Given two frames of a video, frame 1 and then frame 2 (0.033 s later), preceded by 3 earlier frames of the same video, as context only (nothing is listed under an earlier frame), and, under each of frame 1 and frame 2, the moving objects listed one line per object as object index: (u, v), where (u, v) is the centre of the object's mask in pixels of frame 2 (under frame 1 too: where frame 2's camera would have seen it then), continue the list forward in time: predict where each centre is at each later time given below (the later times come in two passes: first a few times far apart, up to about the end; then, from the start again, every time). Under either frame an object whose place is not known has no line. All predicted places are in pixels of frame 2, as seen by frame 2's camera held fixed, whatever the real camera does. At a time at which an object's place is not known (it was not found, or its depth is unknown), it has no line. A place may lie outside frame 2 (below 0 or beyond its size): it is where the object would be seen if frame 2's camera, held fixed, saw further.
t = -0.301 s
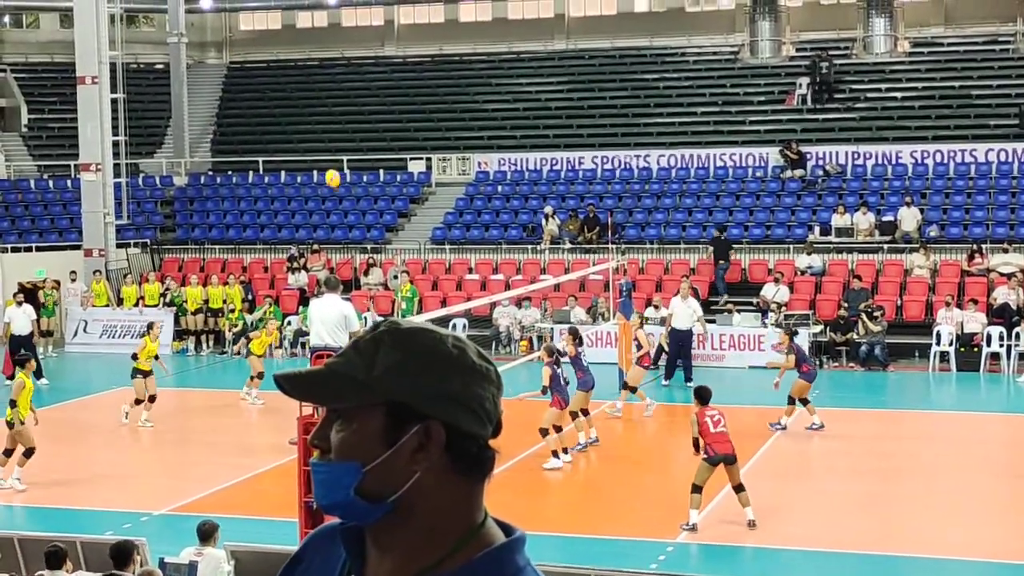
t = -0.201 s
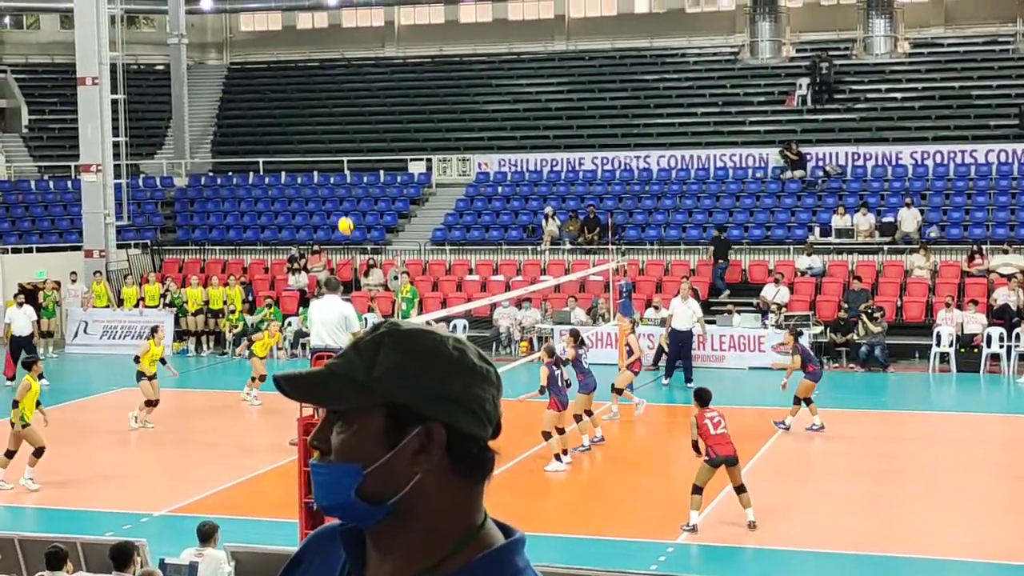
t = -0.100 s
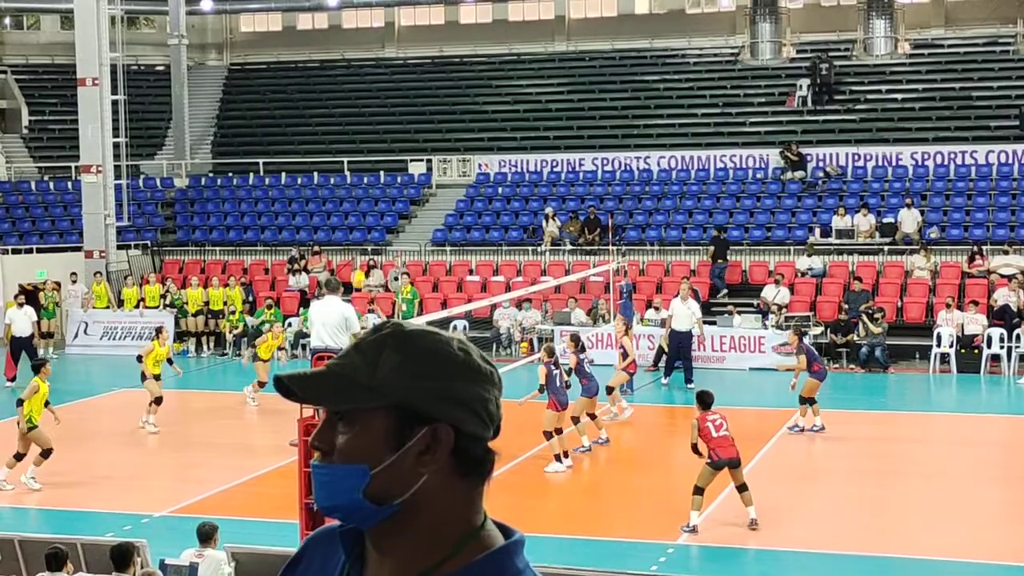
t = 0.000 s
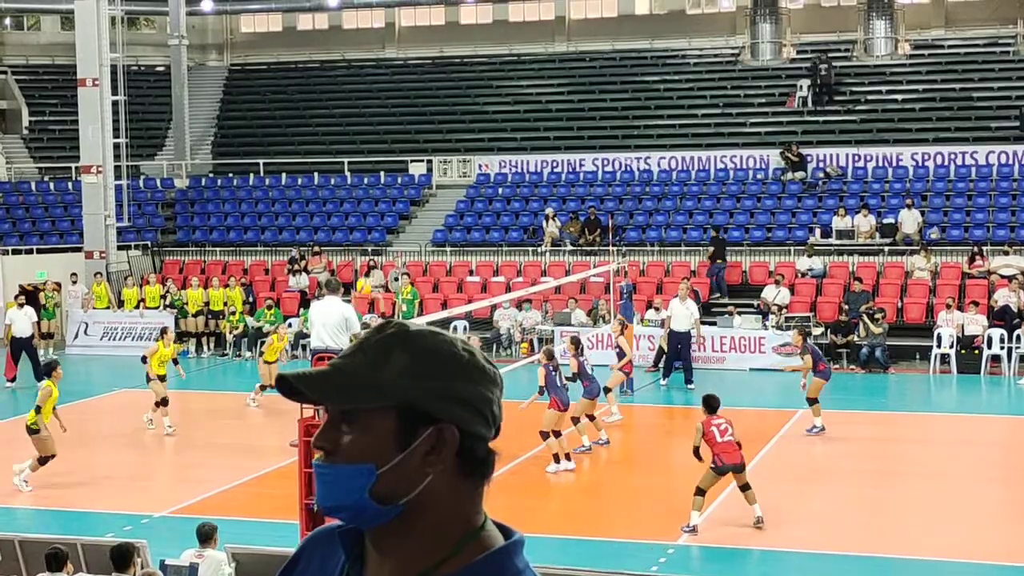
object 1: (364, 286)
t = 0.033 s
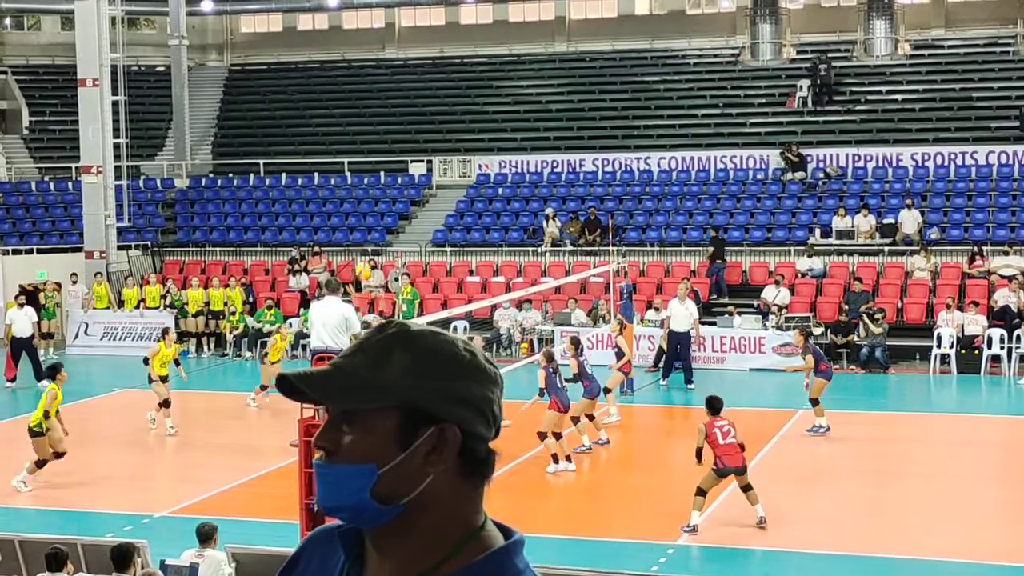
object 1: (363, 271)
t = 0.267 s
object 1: (356, 181)
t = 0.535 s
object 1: (348, 123)
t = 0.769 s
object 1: (341, 113)
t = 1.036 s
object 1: (330, 151)
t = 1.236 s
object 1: (320, 217)
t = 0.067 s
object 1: (363, 254)
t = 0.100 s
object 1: (362, 241)
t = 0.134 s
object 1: (361, 228)
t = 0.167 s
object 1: (360, 215)
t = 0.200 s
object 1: (359, 203)
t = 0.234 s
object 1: (358, 192)
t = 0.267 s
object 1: (356, 181)
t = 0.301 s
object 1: (355, 171)
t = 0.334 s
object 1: (354, 162)
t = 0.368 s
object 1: (353, 153)
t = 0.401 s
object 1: (352, 146)
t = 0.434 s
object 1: (351, 139)
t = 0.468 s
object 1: (350, 132)
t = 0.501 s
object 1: (349, 127)
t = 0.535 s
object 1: (348, 123)
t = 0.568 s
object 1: (347, 119)
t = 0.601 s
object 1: (346, 116)
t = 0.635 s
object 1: (345, 114)
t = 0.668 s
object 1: (344, 112)
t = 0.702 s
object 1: (342, 111)
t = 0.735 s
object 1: (341, 112)
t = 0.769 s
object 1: (341, 113)
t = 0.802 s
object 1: (339, 114)
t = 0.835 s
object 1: (338, 117)
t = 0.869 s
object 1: (337, 120)
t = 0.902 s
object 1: (335, 124)
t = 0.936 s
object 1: (335, 130)
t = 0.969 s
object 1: (333, 136)
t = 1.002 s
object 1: (332, 143)
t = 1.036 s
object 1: (330, 151)
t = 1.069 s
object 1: (329, 159)
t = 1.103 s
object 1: (327, 169)
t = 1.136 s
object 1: (326, 180)
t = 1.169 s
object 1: (324, 191)
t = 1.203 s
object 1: (322, 203)
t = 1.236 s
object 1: (320, 217)
